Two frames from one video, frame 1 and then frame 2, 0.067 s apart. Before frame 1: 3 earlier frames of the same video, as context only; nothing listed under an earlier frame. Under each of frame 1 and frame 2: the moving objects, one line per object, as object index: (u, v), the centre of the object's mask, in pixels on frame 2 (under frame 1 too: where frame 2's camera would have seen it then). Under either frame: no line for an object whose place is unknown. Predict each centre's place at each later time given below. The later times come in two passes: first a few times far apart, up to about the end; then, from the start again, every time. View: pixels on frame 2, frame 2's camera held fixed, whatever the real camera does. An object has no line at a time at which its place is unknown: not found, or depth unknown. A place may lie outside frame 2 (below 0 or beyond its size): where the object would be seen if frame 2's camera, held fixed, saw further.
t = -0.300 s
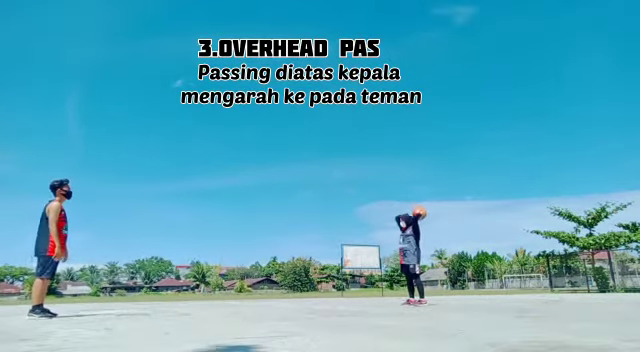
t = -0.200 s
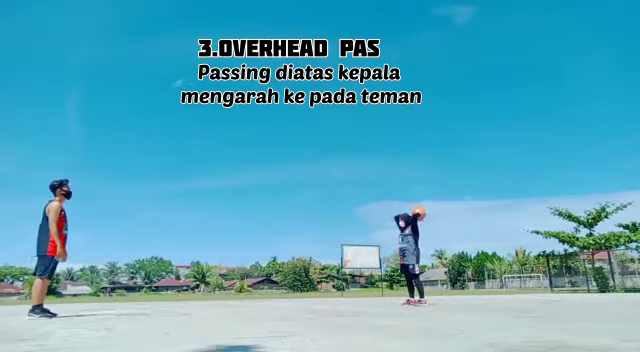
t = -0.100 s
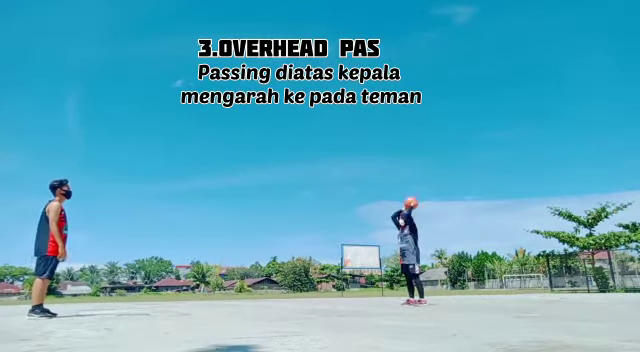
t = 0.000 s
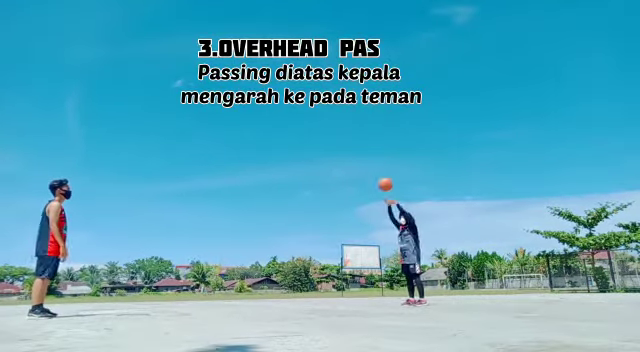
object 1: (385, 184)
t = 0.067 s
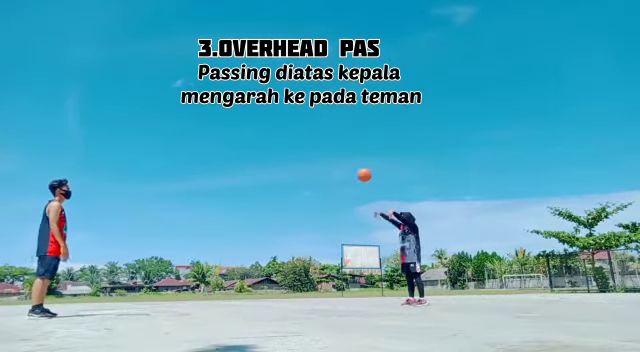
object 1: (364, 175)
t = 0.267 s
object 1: (297, 159)
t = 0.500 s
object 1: (205, 171)
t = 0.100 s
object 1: (353, 171)
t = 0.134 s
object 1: (343, 167)
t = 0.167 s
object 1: (331, 165)
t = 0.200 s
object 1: (320, 162)
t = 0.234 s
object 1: (308, 160)
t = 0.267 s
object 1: (297, 159)
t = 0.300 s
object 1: (284, 159)
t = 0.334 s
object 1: (272, 159)
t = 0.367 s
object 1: (260, 160)
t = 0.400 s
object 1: (247, 161)
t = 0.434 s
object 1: (233, 164)
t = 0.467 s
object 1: (219, 167)
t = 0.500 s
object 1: (205, 171)
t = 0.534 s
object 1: (190, 176)
